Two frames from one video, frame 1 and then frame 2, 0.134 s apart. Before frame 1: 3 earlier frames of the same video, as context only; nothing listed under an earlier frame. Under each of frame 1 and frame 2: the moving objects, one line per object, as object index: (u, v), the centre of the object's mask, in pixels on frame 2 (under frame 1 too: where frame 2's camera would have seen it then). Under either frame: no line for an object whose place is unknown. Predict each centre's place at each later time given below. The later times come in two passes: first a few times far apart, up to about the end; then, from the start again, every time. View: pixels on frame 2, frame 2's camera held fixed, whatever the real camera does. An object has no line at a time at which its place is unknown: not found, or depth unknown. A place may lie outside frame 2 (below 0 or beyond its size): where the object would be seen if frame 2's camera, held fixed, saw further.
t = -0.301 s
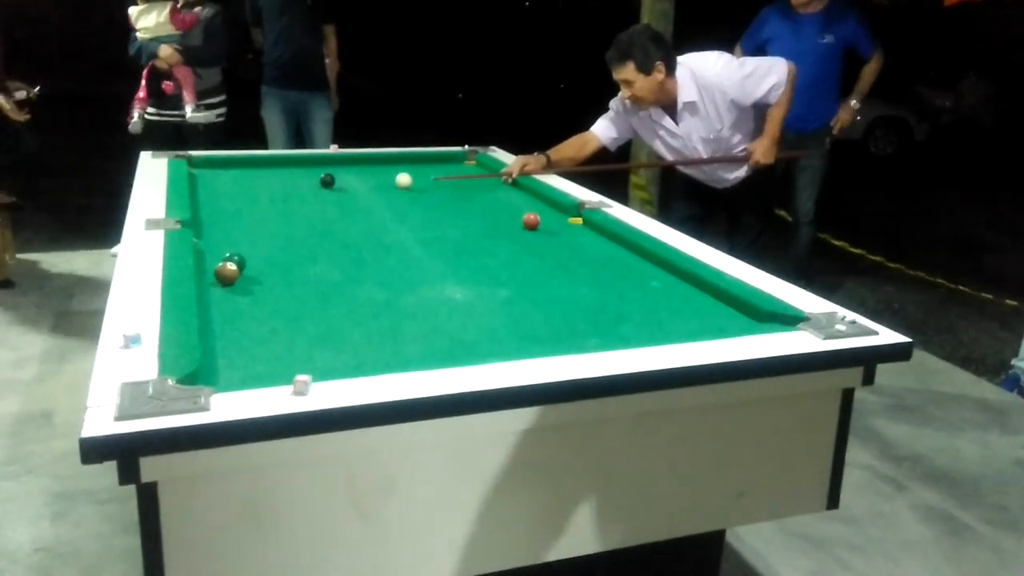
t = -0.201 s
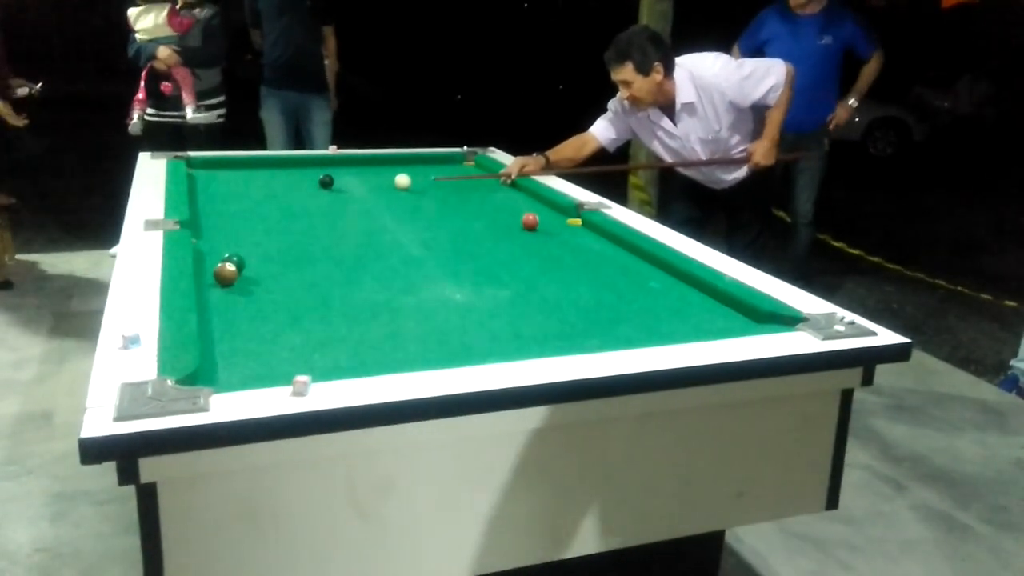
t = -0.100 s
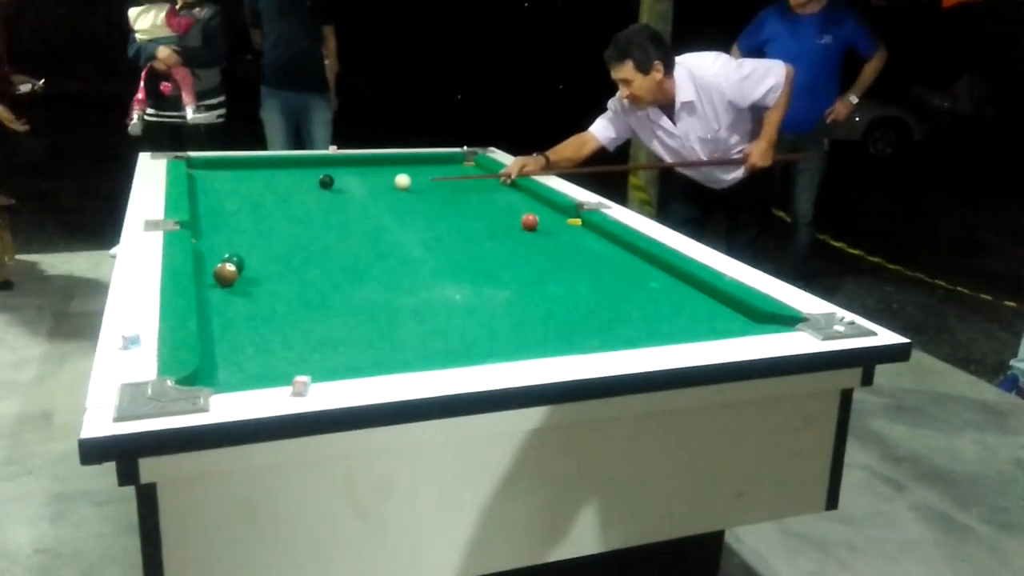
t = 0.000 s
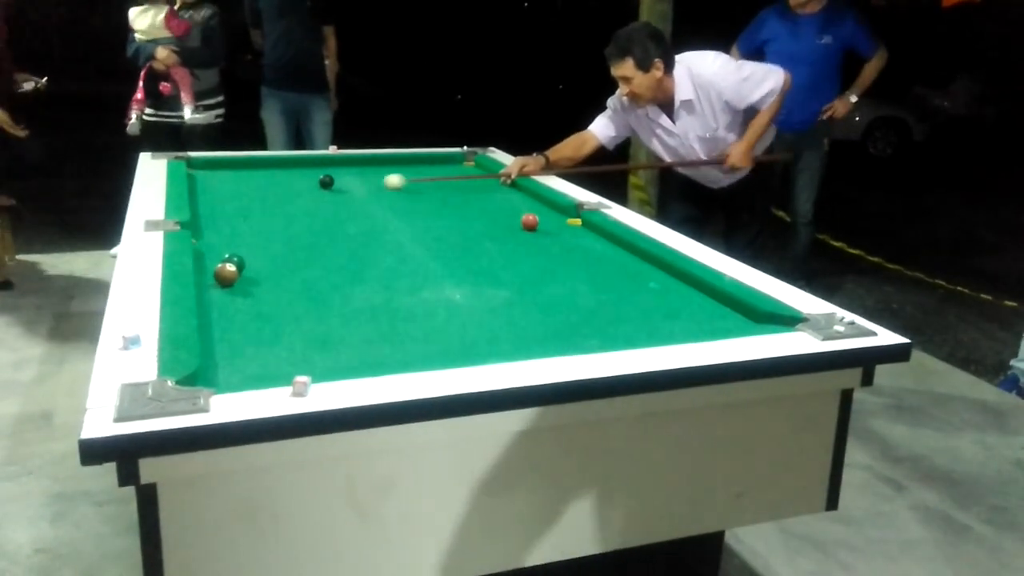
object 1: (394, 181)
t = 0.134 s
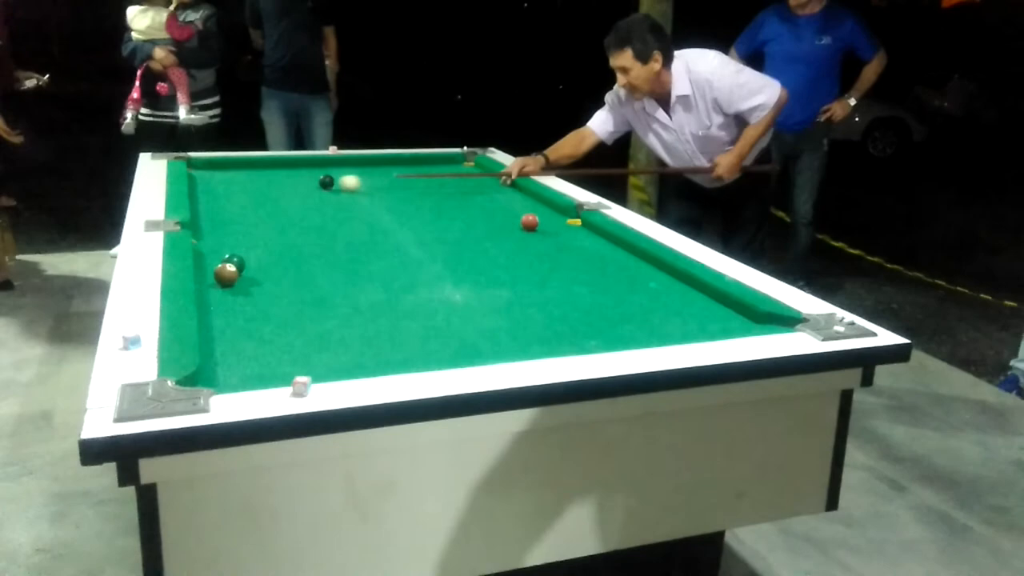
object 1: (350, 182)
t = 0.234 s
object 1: (327, 185)
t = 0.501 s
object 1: (272, 191)
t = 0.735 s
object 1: (222, 197)
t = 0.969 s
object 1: (218, 201)
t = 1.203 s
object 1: (257, 204)
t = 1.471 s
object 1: (299, 206)
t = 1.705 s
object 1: (334, 209)
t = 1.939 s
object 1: (368, 211)
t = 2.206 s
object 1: (404, 214)
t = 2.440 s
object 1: (434, 216)
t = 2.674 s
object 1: (464, 218)
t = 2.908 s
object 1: (492, 221)
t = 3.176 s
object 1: (518, 223)
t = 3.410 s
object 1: (531, 226)
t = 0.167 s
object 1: (340, 183)
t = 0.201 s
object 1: (333, 184)
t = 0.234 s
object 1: (327, 185)
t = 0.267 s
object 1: (320, 185)
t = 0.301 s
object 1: (314, 186)
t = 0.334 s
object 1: (307, 187)
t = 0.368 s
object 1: (300, 187)
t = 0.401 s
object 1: (293, 189)
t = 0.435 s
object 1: (286, 189)
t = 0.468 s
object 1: (279, 190)
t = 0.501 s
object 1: (272, 191)
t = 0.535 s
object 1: (265, 192)
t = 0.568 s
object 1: (258, 193)
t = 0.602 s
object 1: (251, 193)
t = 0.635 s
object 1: (244, 194)
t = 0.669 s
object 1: (237, 195)
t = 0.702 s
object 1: (229, 196)
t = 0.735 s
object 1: (222, 197)
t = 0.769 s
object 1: (215, 198)
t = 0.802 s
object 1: (207, 198)
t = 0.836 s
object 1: (200, 199)
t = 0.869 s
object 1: (201, 199)
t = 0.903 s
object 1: (207, 200)
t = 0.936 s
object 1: (213, 201)
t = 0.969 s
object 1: (218, 201)
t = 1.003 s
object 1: (224, 201)
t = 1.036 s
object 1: (230, 202)
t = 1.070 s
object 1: (235, 202)
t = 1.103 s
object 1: (240, 202)
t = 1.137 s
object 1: (246, 203)
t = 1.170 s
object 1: (251, 203)
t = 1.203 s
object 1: (257, 204)
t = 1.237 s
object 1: (262, 204)
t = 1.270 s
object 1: (267, 204)
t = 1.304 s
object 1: (273, 205)
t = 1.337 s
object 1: (278, 205)
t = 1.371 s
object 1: (283, 205)
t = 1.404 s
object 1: (288, 206)
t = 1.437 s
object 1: (293, 206)
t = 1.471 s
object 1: (299, 206)
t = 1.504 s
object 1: (304, 207)
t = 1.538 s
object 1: (309, 207)
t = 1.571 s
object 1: (314, 207)
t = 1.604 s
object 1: (319, 208)
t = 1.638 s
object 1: (324, 208)
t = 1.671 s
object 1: (328, 208)
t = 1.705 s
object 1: (334, 209)
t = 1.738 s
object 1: (338, 209)
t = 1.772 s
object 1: (343, 209)
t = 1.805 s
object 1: (348, 210)
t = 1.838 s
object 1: (353, 210)
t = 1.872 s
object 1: (358, 210)
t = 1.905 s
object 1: (363, 211)
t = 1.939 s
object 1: (368, 211)
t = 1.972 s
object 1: (373, 211)
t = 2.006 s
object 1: (378, 211)
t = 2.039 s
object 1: (382, 211)
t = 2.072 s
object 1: (387, 212)
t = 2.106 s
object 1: (391, 212)
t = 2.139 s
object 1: (395, 212)
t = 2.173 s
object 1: (400, 213)
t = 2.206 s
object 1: (404, 214)
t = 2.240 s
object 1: (408, 214)
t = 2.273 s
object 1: (413, 214)
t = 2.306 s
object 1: (417, 214)
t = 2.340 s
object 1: (421, 215)
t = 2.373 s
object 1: (426, 215)
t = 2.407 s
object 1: (430, 215)
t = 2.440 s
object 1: (434, 216)
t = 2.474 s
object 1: (438, 216)
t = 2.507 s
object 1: (443, 217)
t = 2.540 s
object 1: (447, 217)
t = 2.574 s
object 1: (451, 217)
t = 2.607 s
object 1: (455, 218)
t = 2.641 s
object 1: (460, 218)
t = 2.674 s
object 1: (464, 218)
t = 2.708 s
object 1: (468, 219)
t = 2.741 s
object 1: (471, 219)
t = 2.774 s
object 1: (475, 219)
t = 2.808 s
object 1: (479, 219)
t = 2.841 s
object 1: (484, 220)
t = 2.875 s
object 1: (488, 220)
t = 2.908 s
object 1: (492, 221)
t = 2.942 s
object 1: (496, 221)
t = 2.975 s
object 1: (499, 221)
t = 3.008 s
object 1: (503, 222)
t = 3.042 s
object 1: (507, 222)
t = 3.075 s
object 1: (510, 222)
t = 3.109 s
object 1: (514, 222)
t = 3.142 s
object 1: (516, 223)
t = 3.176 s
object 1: (518, 223)
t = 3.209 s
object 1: (520, 224)
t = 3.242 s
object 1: (521, 224)
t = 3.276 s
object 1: (524, 225)
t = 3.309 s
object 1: (525, 225)
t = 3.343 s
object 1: (528, 225)
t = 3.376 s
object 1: (529, 226)
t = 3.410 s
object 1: (531, 226)
